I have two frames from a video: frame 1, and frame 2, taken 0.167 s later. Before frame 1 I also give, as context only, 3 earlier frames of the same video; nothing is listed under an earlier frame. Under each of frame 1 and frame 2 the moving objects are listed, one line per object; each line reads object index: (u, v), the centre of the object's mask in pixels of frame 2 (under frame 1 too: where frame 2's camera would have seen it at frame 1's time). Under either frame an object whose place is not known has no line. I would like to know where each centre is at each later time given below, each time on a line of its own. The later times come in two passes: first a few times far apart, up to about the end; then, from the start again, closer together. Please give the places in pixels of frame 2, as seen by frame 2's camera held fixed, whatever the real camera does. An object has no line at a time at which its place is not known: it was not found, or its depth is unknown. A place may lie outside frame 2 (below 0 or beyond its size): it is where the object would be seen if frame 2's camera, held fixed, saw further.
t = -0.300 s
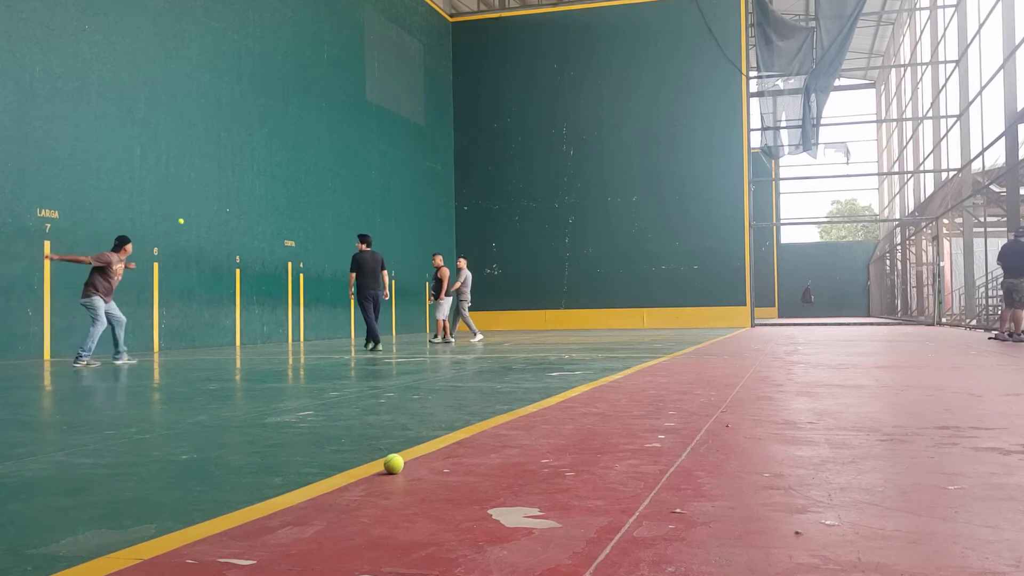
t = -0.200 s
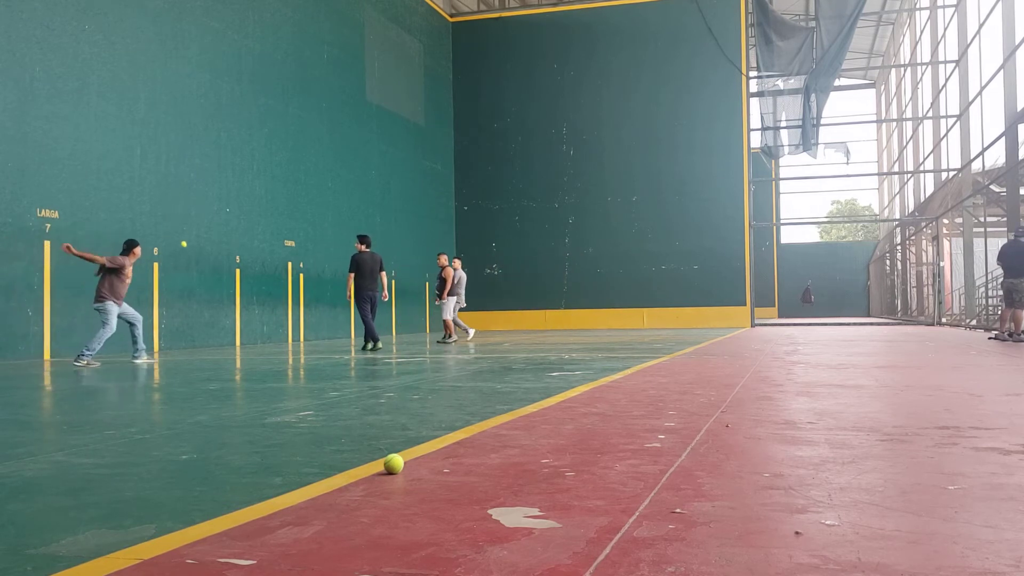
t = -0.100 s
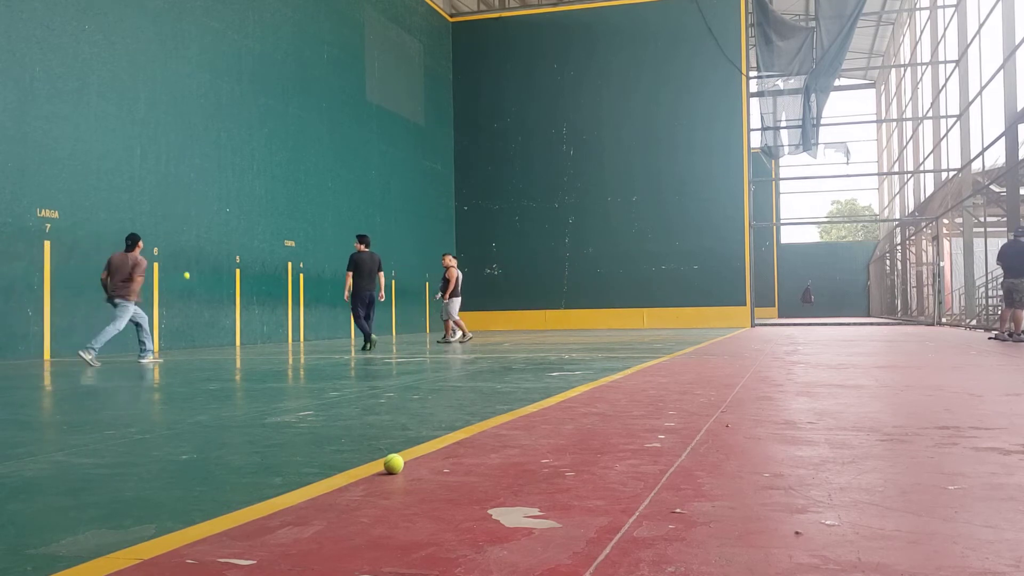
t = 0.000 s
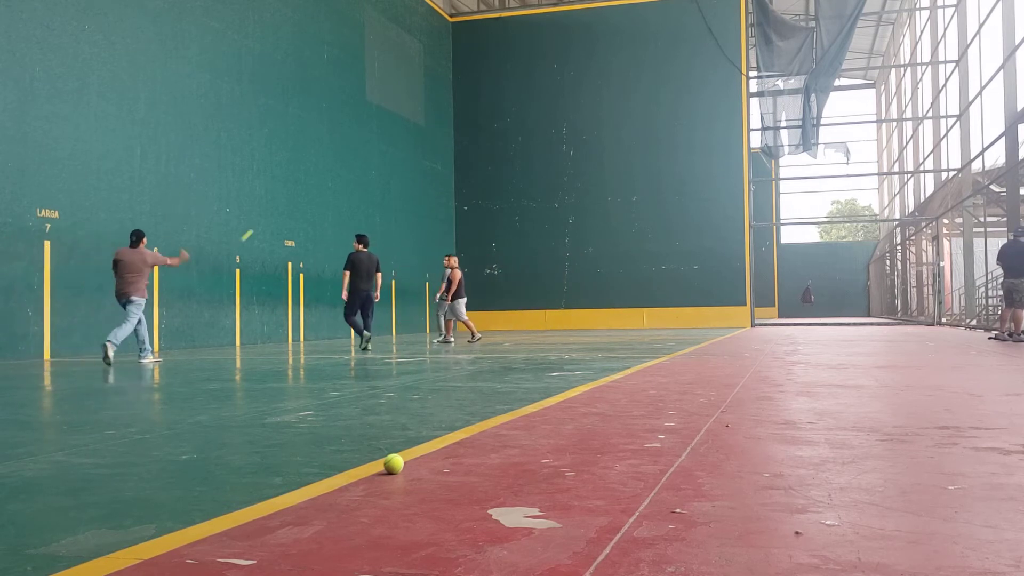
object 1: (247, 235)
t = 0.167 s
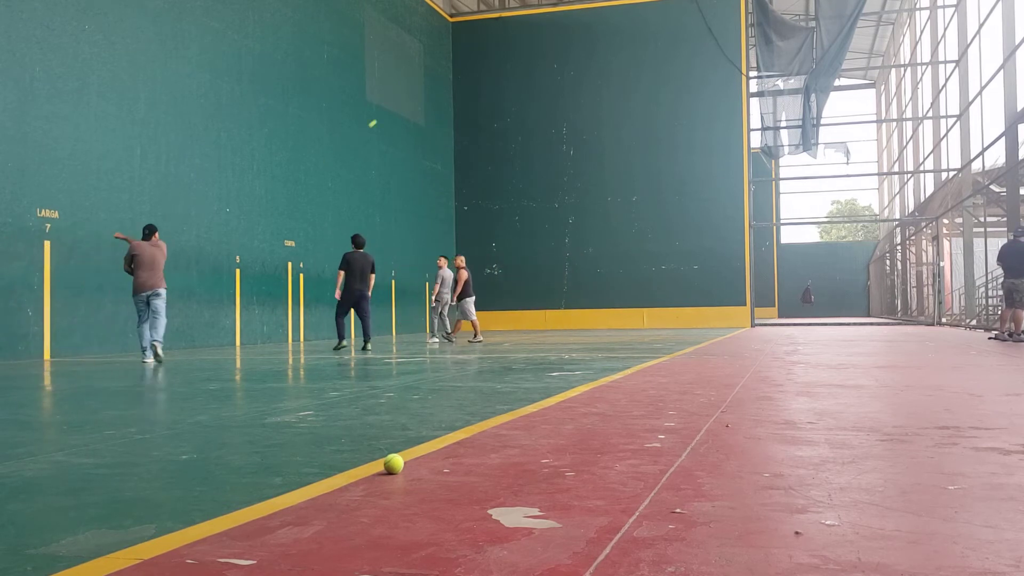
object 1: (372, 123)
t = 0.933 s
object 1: (611, 30)
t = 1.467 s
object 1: (614, 22)
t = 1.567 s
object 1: (612, 29)
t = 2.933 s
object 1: (568, 150)
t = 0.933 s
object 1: (611, 30)
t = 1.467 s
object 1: (614, 22)
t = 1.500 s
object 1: (613, 24)
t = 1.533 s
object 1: (612, 26)
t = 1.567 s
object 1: (612, 29)
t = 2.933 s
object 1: (568, 150)
